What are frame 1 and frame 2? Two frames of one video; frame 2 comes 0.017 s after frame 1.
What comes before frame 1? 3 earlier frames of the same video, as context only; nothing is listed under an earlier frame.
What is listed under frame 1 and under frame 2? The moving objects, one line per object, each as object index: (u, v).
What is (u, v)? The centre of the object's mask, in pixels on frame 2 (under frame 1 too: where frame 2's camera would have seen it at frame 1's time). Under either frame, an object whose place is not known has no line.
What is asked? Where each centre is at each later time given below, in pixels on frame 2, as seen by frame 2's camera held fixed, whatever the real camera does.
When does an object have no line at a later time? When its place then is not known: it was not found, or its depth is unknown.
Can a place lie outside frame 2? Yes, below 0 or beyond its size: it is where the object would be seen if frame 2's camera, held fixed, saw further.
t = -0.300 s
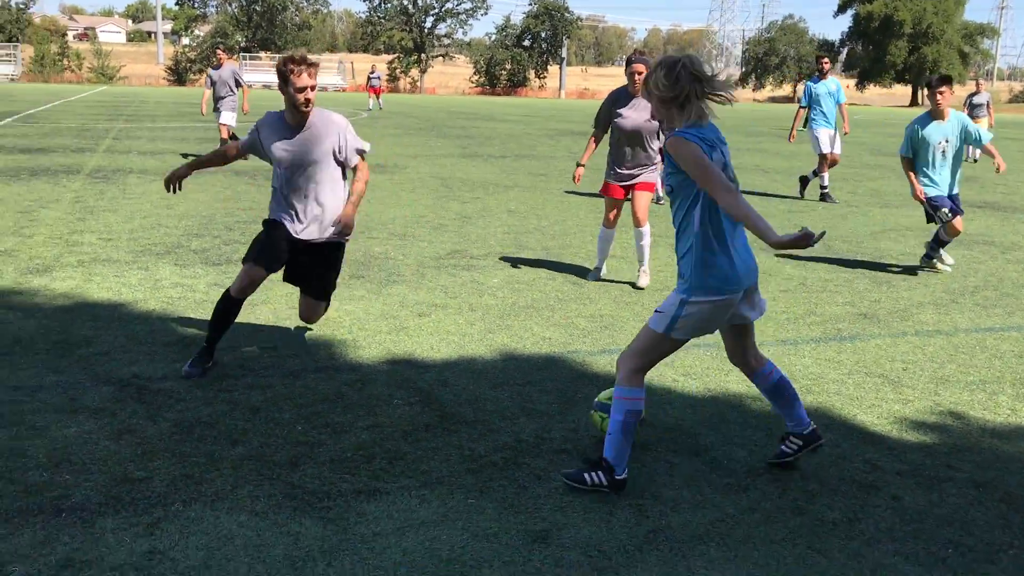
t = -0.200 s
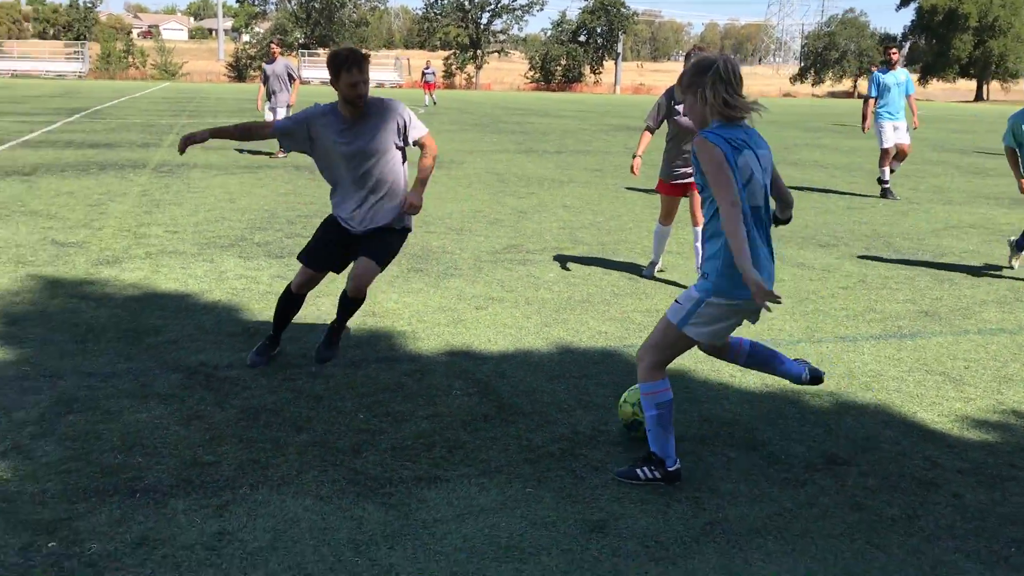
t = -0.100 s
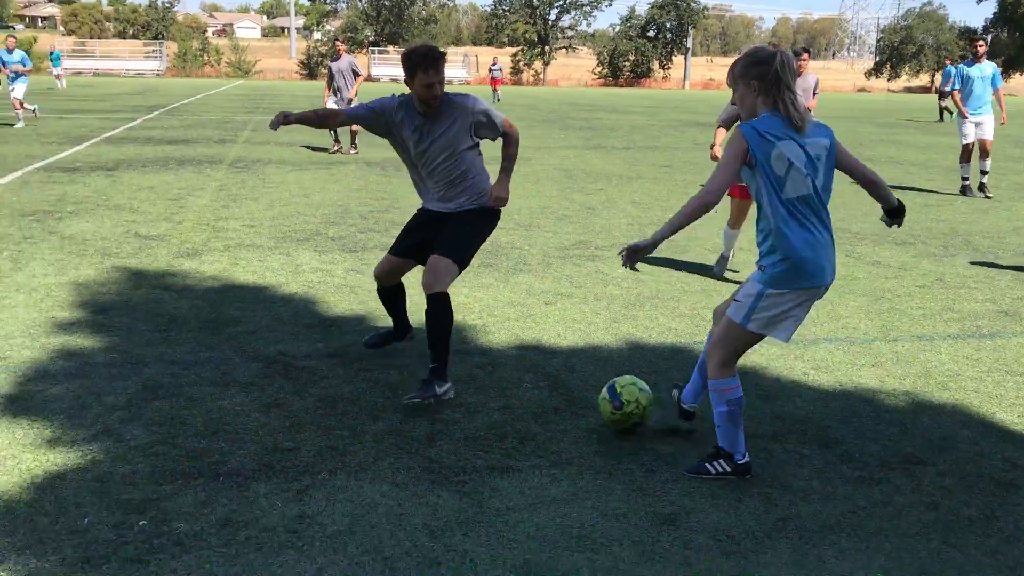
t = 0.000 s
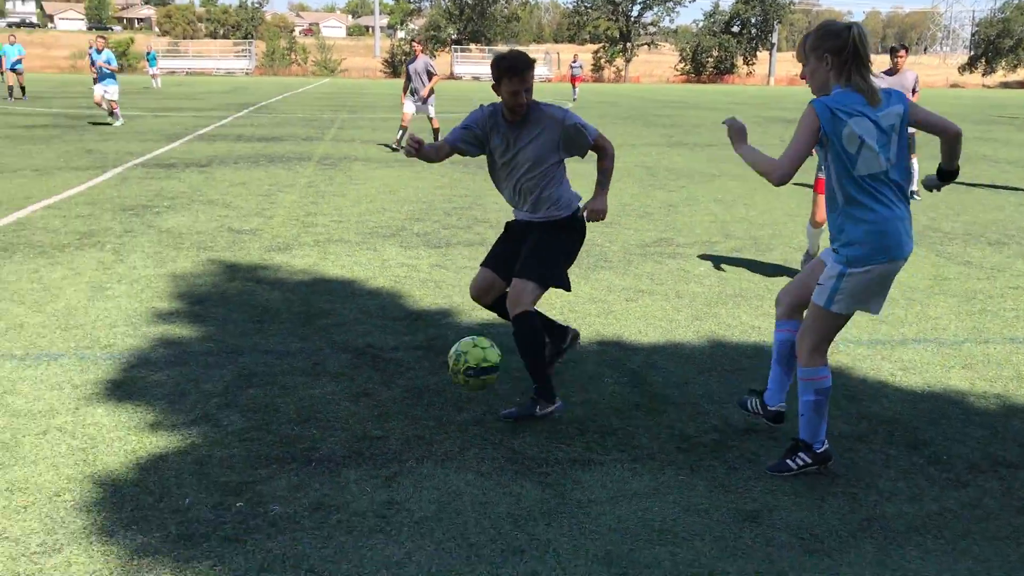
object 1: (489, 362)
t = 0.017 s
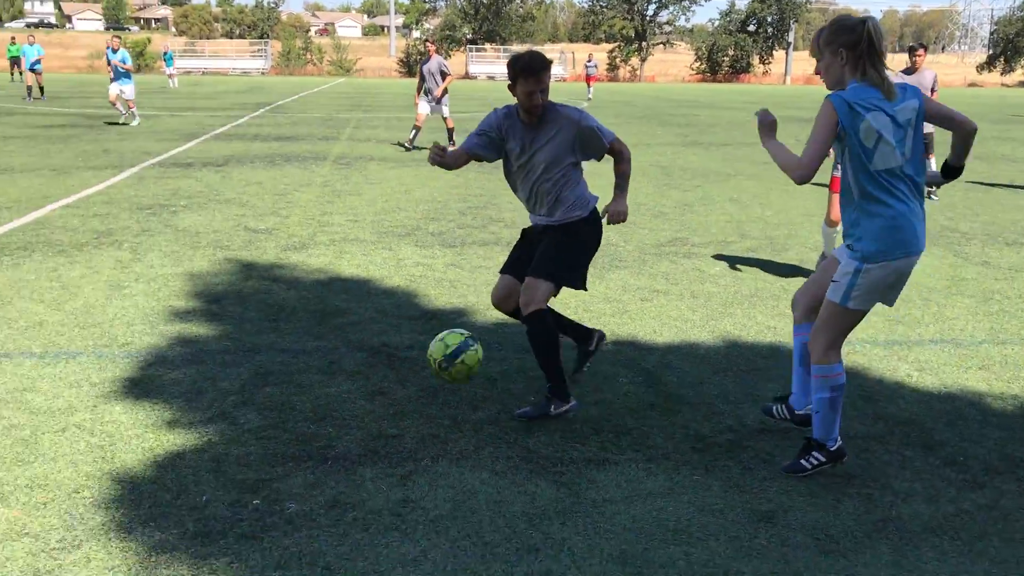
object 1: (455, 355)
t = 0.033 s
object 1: (420, 351)
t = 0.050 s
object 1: (386, 346)
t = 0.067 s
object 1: (351, 342)
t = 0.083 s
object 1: (316, 339)
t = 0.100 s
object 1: (280, 335)
